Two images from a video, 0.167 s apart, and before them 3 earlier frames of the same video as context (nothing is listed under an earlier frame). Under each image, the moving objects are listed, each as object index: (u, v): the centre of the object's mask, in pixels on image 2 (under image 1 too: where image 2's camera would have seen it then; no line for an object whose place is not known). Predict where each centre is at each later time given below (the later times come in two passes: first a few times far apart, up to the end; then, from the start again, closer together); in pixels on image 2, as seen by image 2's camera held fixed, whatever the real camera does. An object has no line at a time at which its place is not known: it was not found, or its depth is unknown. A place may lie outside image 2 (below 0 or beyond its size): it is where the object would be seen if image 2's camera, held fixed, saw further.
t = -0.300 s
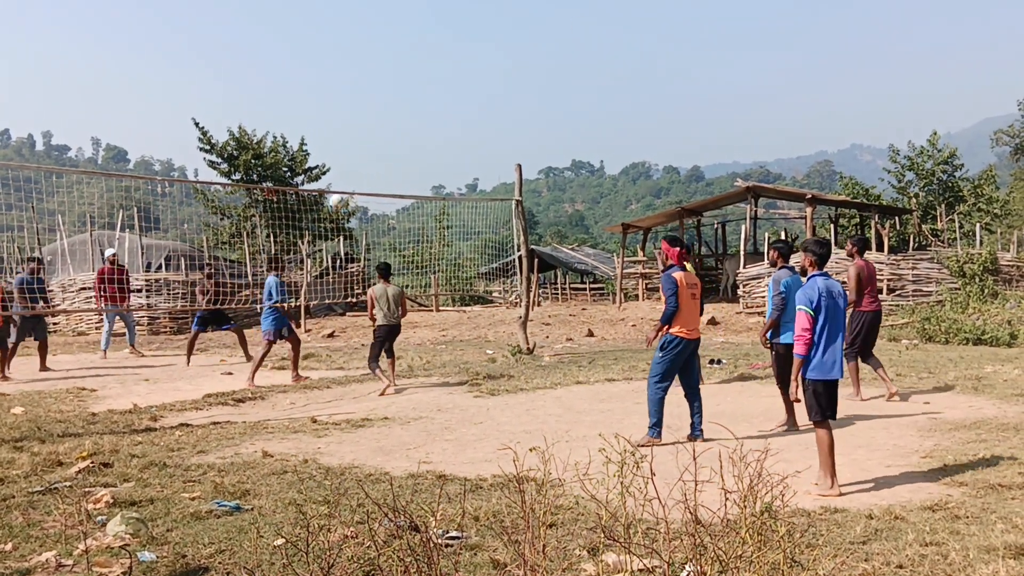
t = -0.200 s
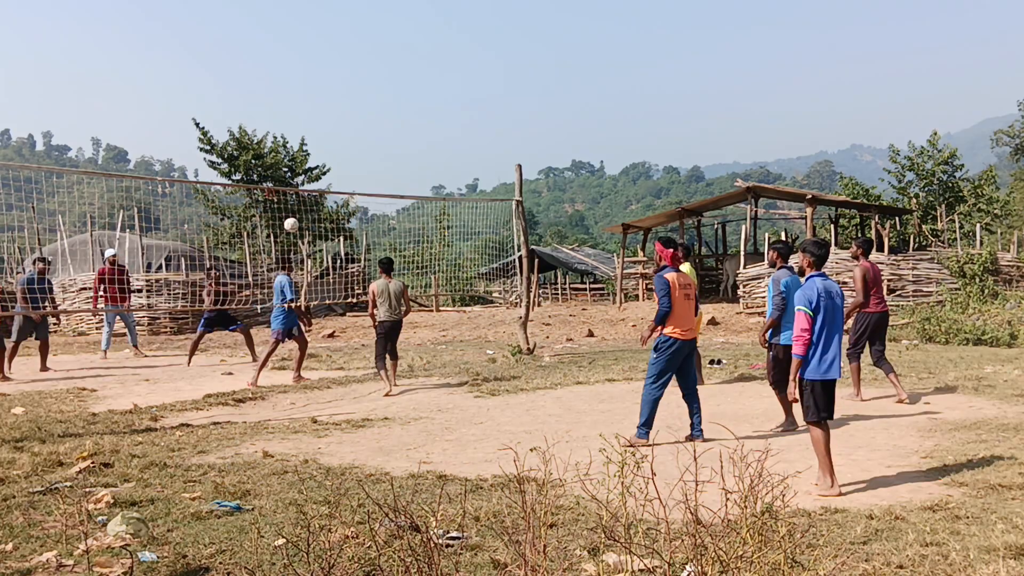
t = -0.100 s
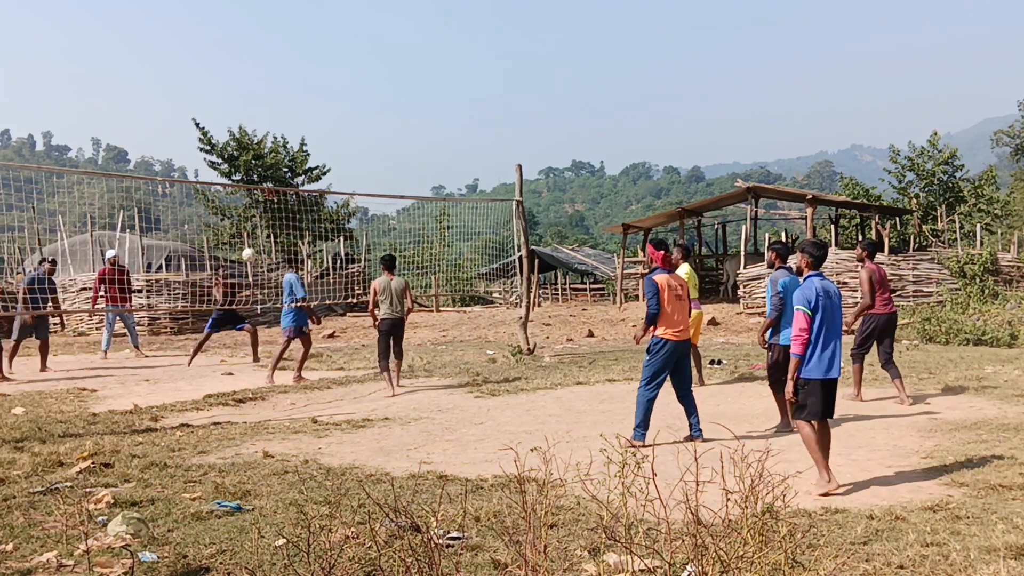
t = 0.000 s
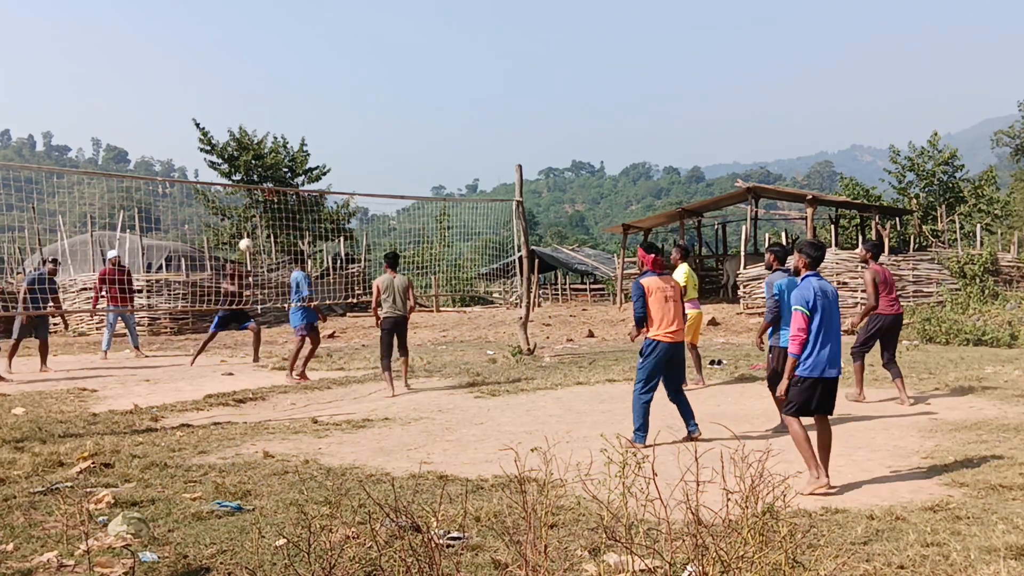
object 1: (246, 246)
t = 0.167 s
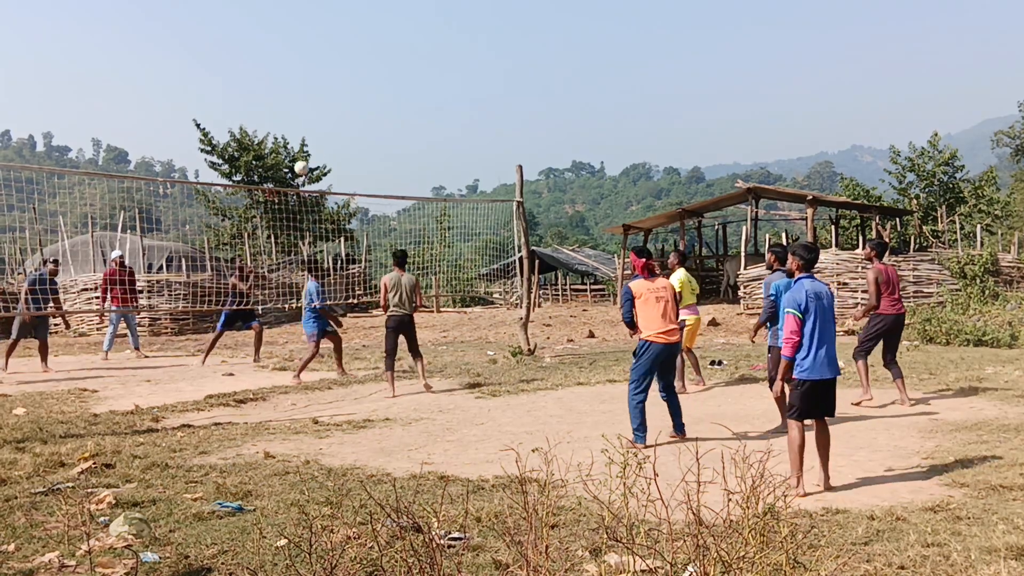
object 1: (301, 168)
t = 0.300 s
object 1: (347, 118)
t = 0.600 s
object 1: (457, 47)
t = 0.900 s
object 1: (580, 44)
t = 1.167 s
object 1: (702, 109)
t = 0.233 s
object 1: (324, 142)
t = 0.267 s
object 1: (335, 130)
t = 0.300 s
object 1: (347, 118)
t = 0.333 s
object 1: (359, 107)
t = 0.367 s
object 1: (370, 97)
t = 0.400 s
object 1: (383, 88)
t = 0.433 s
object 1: (395, 79)
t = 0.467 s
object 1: (407, 71)
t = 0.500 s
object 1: (419, 63)
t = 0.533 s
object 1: (432, 57)
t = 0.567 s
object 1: (444, 51)
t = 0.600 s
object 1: (457, 47)
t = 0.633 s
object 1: (470, 43)
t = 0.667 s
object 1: (483, 41)
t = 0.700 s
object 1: (496, 39)
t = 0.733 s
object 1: (510, 37)
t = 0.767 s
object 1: (524, 37)
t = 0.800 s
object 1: (538, 37)
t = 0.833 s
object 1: (552, 39)
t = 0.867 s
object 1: (566, 41)
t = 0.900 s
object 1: (580, 44)
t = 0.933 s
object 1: (594, 48)
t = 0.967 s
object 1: (609, 54)
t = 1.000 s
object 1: (624, 61)
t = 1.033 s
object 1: (639, 68)
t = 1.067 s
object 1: (654, 77)
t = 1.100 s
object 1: (670, 86)
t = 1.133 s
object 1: (686, 97)
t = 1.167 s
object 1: (702, 109)
